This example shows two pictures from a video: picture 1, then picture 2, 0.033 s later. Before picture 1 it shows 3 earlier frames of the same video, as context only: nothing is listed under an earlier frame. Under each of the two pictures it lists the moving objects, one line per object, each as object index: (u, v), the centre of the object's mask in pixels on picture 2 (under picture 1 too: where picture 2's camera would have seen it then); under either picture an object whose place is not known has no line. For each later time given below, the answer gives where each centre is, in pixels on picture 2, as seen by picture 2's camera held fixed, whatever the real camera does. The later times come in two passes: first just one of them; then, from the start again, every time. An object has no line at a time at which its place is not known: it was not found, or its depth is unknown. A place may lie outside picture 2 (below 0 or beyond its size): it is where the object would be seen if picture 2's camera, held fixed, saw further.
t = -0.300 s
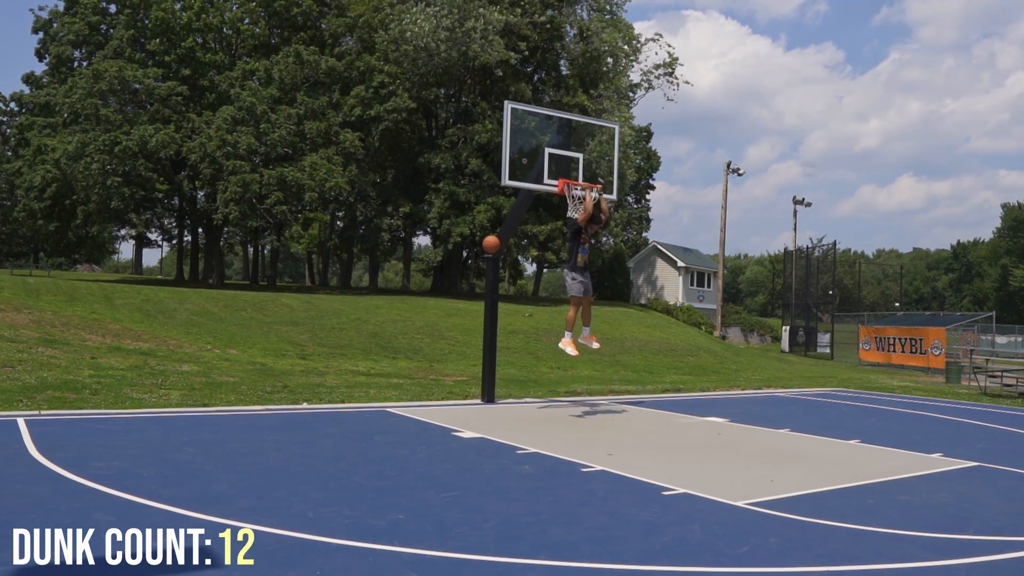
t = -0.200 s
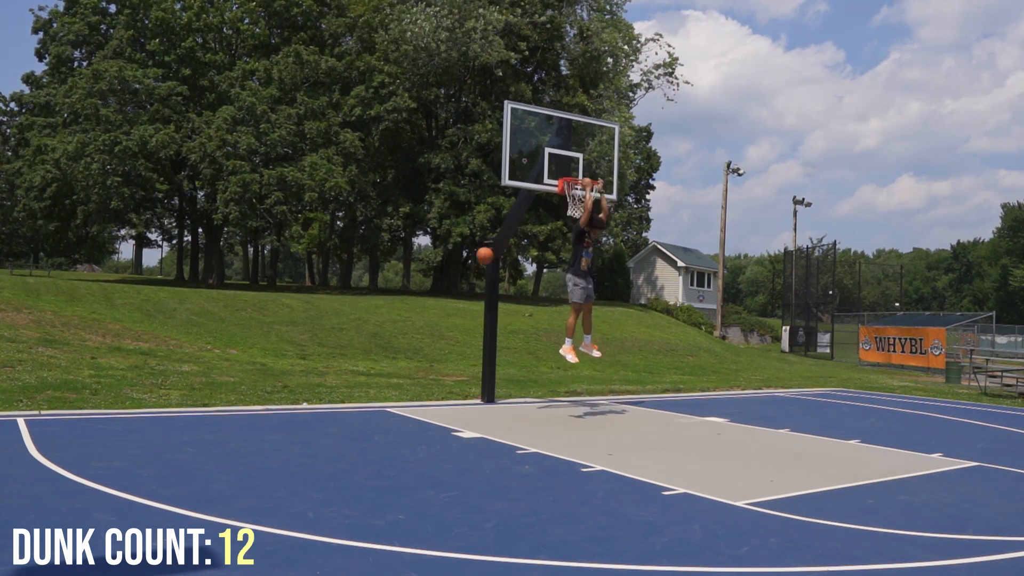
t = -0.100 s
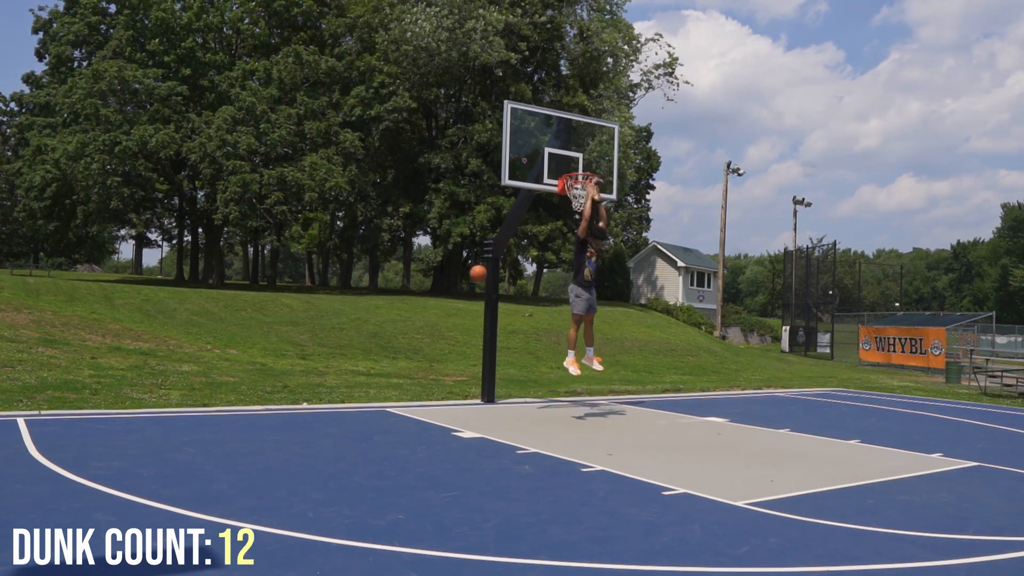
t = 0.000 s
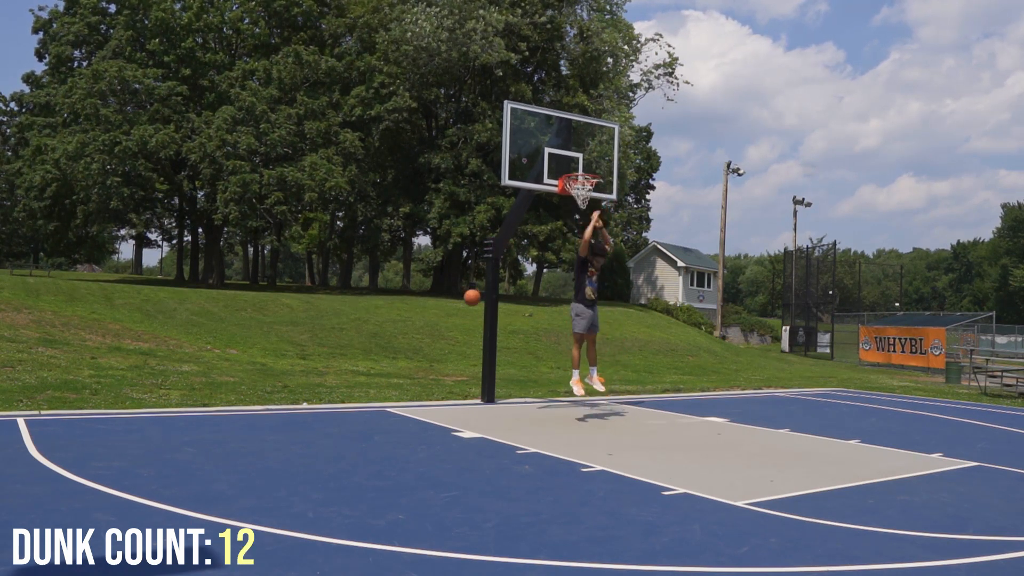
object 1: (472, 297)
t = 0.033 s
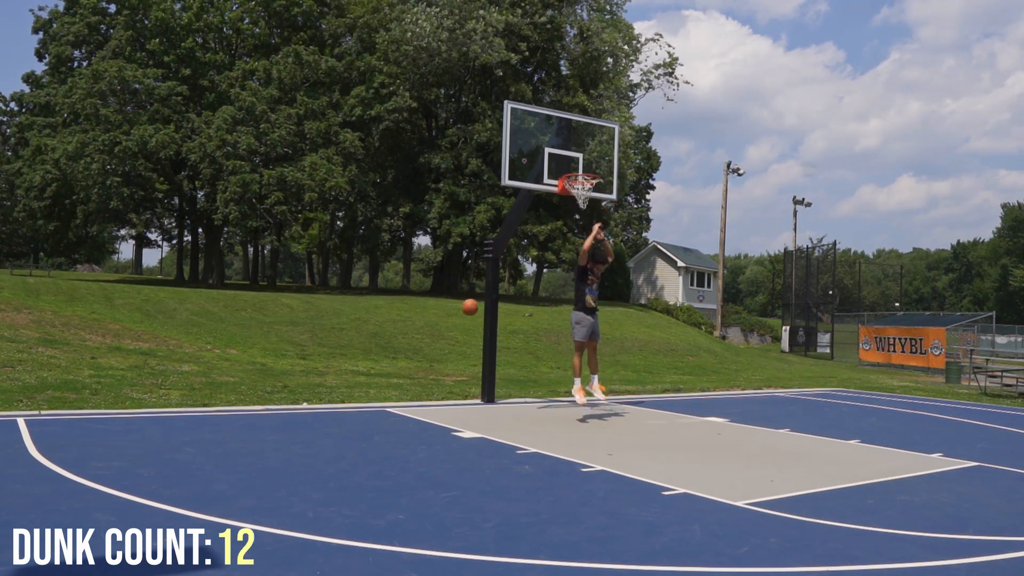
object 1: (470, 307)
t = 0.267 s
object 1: (456, 390)
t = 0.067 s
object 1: (468, 317)
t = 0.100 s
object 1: (466, 327)
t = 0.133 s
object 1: (464, 339)
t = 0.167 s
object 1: (462, 351)
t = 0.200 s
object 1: (460, 364)
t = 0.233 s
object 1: (458, 377)
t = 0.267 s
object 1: (456, 390)
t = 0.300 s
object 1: (455, 393)
